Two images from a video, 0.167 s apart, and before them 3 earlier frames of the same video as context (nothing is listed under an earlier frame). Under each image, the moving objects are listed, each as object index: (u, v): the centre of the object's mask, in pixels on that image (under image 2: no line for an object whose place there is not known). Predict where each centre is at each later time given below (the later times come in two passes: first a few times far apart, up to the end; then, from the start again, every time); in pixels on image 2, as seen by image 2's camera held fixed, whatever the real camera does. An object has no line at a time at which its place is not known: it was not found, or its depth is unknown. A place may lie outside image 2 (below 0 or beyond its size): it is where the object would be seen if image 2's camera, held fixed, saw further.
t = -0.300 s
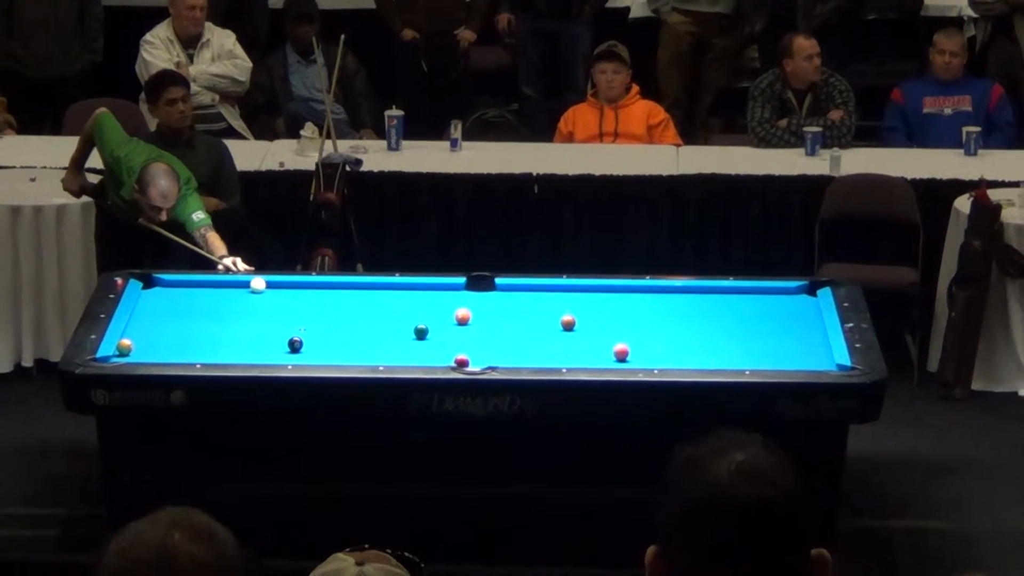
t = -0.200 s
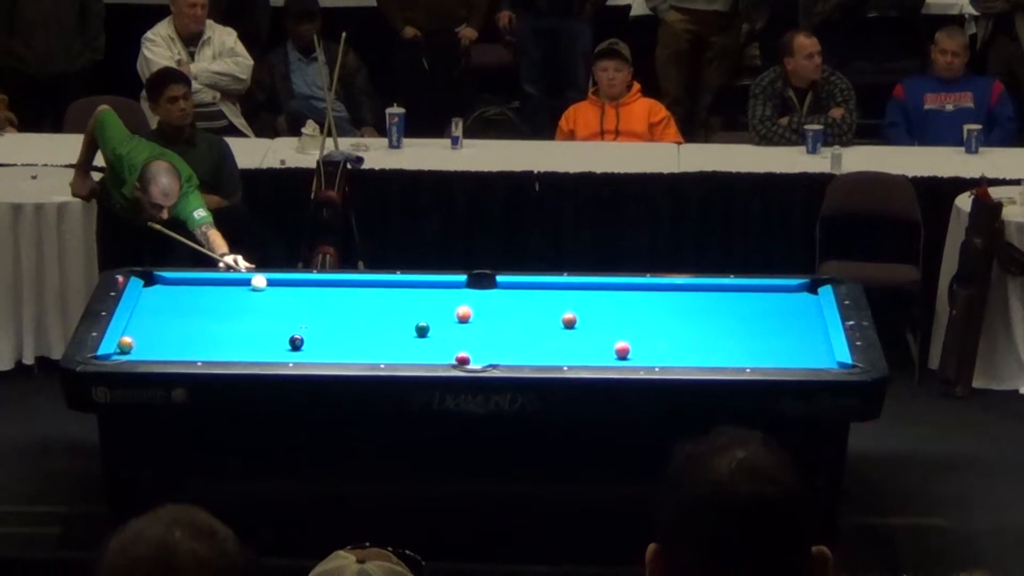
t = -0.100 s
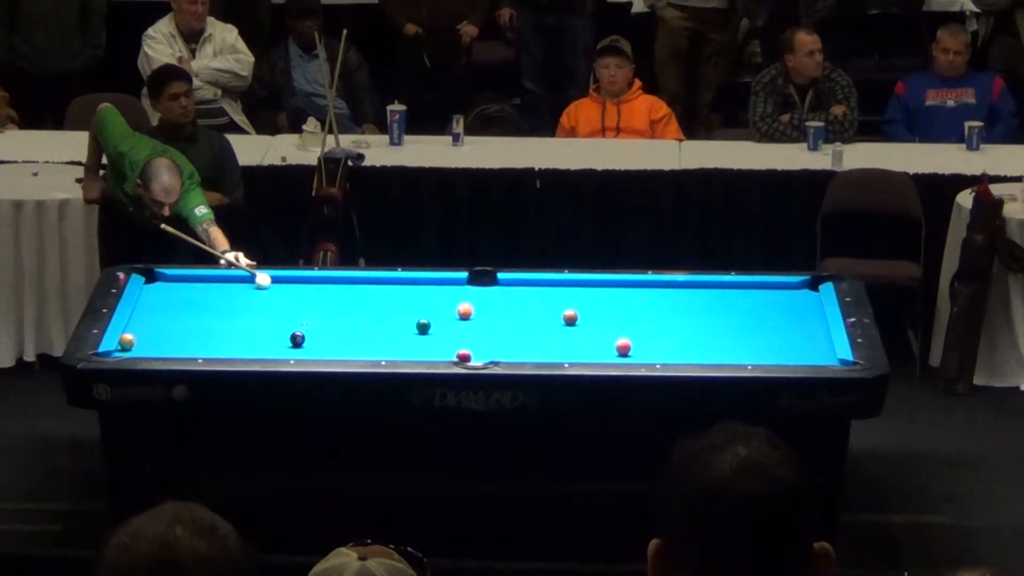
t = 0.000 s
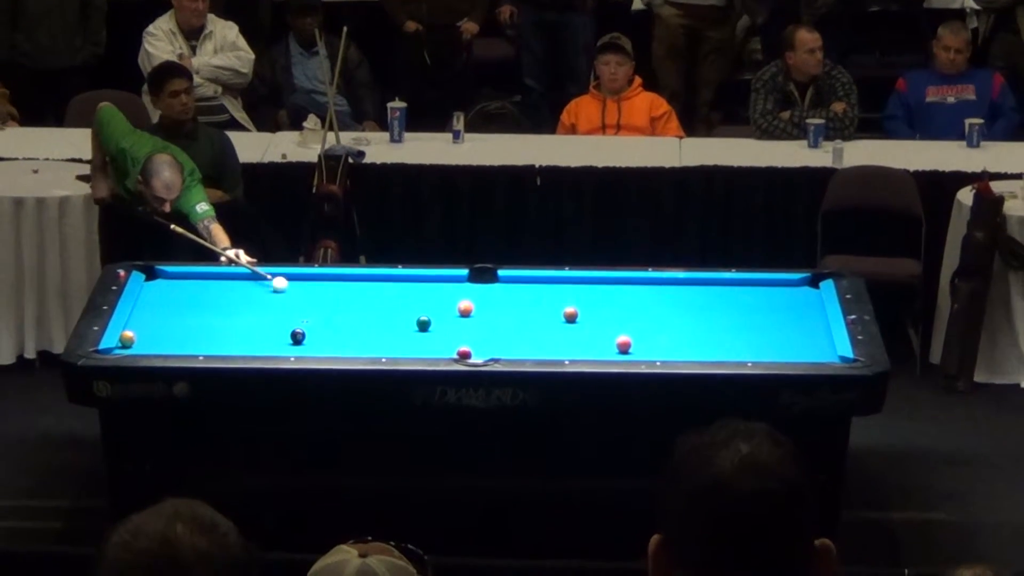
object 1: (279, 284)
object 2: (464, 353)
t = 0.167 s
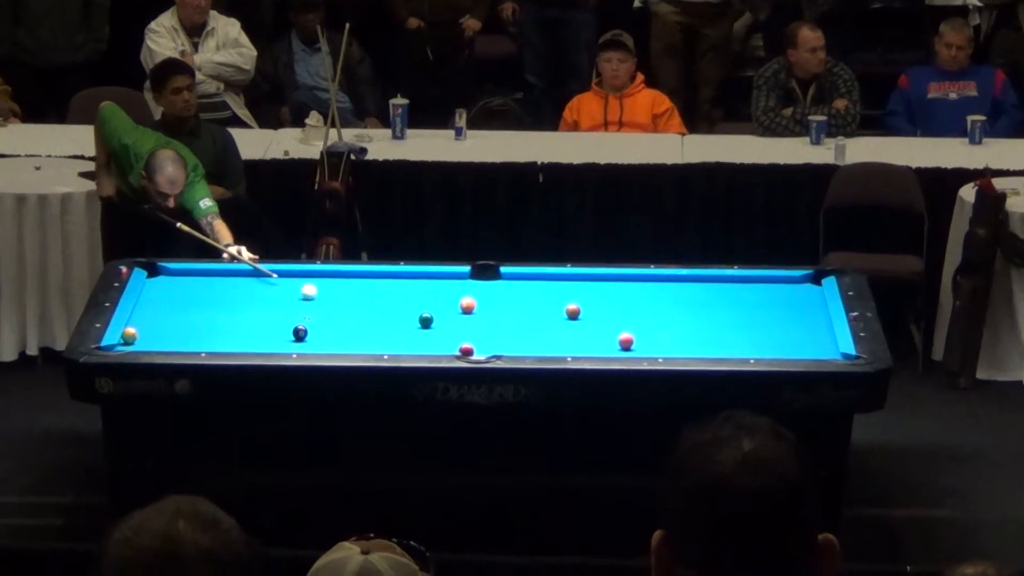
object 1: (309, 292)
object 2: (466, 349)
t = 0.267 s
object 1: (324, 298)
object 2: (466, 350)
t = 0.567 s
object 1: (374, 318)
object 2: (466, 350)
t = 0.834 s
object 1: (418, 335)
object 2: (465, 351)
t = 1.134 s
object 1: (452, 348)
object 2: (483, 353)
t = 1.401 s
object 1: (453, 348)
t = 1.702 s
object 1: (454, 346)
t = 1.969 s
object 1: (455, 344)
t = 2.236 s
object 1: (456, 342)
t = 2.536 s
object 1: (457, 339)
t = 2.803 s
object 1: (458, 337)
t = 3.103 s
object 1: (459, 335)
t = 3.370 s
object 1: (460, 334)
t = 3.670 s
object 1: (461, 333)
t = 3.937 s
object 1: (461, 333)
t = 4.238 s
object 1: (461, 333)
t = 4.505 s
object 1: (461, 333)
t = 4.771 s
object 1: (461, 333)
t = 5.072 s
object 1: (461, 333)
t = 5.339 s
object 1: (461, 333)
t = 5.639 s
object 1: (461, 333)
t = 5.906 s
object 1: (460, 333)
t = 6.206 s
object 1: (461, 333)
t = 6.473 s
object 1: (461, 333)
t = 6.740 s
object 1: (461, 333)
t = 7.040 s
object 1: (460, 333)
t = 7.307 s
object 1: (460, 332)
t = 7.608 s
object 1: (460, 333)
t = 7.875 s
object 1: (460, 333)
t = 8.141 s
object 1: (460, 333)
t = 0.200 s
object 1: (314, 294)
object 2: (466, 350)
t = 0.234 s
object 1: (319, 296)
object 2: (466, 350)
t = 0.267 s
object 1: (324, 298)
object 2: (466, 350)
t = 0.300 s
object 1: (330, 300)
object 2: (466, 350)
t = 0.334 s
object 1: (335, 302)
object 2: (466, 350)
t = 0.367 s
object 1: (341, 305)
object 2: (466, 350)
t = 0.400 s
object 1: (346, 307)
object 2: (466, 350)
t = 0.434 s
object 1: (351, 309)
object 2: (466, 350)
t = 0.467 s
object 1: (357, 311)
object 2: (466, 350)
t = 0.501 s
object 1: (363, 313)
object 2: (466, 350)
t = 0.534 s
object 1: (368, 316)
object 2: (466, 350)
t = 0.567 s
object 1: (374, 318)
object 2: (466, 350)
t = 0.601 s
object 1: (379, 320)
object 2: (465, 351)
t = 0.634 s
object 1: (385, 322)
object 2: (465, 351)
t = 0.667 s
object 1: (390, 324)
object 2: (465, 351)
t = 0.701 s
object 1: (396, 326)
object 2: (465, 351)
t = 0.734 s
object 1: (401, 329)
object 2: (465, 351)
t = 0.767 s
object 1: (407, 331)
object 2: (465, 351)
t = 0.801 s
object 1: (412, 333)
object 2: (465, 351)
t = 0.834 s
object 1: (418, 335)
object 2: (465, 351)
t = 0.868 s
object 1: (424, 337)
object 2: (466, 351)
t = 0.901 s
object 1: (430, 339)
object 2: (466, 351)
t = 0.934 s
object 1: (435, 341)
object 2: (466, 351)
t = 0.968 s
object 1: (441, 343)
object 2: (466, 351)
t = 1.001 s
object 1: (446, 345)
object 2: (466, 351)
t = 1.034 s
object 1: (452, 346)
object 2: (466, 351)
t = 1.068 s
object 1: (453, 347)
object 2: (470, 351)
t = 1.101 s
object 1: (452, 347)
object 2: (477, 353)
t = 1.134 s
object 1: (452, 348)
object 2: (483, 353)
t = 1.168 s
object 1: (452, 348)
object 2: (487, 354)
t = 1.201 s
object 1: (452, 349)
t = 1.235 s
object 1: (452, 349)
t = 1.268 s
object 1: (452, 349)
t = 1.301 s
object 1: (452, 349)
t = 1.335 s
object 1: (452, 348)
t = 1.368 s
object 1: (452, 348)
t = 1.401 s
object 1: (453, 348)
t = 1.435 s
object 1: (453, 348)
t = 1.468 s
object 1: (453, 348)
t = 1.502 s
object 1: (453, 347)
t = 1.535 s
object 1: (453, 347)
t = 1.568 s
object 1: (453, 347)
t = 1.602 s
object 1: (453, 346)
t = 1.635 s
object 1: (453, 346)
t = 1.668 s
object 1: (454, 346)
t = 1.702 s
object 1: (454, 346)
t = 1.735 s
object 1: (454, 346)
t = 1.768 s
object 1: (454, 345)
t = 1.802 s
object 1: (454, 345)
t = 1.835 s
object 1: (455, 345)
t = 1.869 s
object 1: (455, 344)
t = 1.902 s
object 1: (455, 344)
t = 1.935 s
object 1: (455, 344)
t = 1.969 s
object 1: (455, 344)
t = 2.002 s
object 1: (455, 344)
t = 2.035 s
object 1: (455, 343)
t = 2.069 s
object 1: (455, 343)
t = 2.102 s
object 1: (456, 343)
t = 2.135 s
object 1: (455, 343)
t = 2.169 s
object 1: (456, 342)
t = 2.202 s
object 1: (456, 342)
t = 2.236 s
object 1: (456, 342)
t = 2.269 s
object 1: (456, 341)
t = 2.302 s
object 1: (456, 341)
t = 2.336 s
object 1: (456, 341)
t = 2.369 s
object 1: (456, 341)
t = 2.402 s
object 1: (456, 340)
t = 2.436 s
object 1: (457, 340)
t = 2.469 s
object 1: (457, 340)
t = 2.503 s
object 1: (457, 339)
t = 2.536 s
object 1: (457, 339)
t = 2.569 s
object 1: (457, 339)
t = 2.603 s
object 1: (457, 339)
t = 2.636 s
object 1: (457, 338)
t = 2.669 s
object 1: (457, 338)
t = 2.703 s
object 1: (457, 338)
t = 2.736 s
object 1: (457, 338)
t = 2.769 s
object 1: (458, 337)
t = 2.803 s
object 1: (458, 337)
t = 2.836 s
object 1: (458, 337)
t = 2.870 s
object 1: (458, 337)
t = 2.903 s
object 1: (458, 336)
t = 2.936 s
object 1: (458, 336)
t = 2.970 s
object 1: (458, 336)
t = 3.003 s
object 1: (459, 336)
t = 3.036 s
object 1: (459, 335)
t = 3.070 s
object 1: (459, 335)
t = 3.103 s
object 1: (459, 335)
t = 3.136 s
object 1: (459, 335)
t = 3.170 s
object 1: (459, 335)
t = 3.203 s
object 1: (459, 334)
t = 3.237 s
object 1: (459, 334)
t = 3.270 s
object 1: (460, 334)
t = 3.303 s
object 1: (460, 334)
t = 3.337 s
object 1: (460, 334)
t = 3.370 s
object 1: (460, 334)
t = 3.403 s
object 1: (460, 334)
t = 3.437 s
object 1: (460, 334)
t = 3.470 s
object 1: (460, 334)
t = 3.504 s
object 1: (460, 333)
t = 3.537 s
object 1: (460, 334)
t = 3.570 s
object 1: (460, 334)
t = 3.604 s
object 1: (460, 333)
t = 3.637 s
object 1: (460, 333)
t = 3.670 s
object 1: (461, 333)
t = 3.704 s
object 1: (461, 333)
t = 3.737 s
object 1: (461, 333)
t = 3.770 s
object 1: (461, 333)
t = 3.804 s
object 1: (461, 333)
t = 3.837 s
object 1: (461, 333)
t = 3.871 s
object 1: (461, 333)
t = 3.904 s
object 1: (461, 333)
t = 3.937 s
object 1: (461, 333)
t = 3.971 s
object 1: (461, 333)
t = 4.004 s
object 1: (461, 333)
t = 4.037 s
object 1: (462, 333)
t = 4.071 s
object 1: (461, 333)
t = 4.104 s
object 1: (461, 333)
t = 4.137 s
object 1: (461, 333)
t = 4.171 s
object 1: (461, 333)
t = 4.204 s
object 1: (461, 333)
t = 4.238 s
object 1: (461, 333)
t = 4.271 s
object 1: (461, 333)
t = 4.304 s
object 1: (461, 333)
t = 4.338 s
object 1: (461, 333)
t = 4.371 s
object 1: (461, 333)
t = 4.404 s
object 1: (461, 333)
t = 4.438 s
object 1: (461, 333)
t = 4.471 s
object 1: (461, 333)
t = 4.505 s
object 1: (461, 333)
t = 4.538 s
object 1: (461, 333)
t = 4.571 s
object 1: (461, 333)
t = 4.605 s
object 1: (461, 333)
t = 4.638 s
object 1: (461, 333)
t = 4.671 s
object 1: (461, 333)
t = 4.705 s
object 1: (461, 333)
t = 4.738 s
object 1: (461, 333)
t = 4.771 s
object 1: (461, 333)
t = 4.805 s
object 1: (461, 333)
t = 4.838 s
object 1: (461, 333)
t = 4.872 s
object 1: (461, 333)
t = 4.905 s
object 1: (461, 333)
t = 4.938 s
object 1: (461, 333)
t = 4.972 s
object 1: (461, 333)
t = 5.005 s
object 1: (461, 333)
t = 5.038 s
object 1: (461, 333)
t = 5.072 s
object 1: (461, 333)
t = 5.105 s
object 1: (461, 333)
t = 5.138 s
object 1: (461, 333)
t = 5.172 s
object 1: (461, 333)
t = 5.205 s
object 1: (461, 333)
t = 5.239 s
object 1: (461, 333)
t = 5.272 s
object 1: (461, 333)
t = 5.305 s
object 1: (461, 333)
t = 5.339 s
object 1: (461, 333)
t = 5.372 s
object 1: (461, 333)
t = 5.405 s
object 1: (461, 333)
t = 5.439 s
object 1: (461, 333)
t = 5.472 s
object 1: (461, 333)
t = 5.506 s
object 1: (461, 333)
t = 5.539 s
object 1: (461, 333)
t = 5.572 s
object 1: (461, 333)
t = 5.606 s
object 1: (461, 333)
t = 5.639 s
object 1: (461, 333)
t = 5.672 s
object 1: (461, 333)
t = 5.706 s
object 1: (461, 333)
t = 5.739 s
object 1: (461, 333)
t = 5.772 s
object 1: (461, 333)
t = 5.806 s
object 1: (461, 333)
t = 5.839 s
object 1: (461, 333)
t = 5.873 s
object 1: (461, 333)
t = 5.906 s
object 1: (460, 333)
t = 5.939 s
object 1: (460, 333)
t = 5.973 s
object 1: (460, 333)
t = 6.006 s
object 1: (460, 333)
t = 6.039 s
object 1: (460, 333)
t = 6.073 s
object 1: (461, 333)
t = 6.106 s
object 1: (460, 333)
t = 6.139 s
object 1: (461, 333)
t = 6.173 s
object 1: (461, 333)
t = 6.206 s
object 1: (461, 333)
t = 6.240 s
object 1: (461, 333)
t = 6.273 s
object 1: (461, 333)
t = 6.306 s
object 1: (461, 333)
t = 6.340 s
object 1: (461, 333)
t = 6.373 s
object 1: (461, 333)
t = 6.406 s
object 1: (461, 333)
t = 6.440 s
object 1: (461, 333)
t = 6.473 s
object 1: (461, 333)
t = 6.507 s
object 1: (461, 333)
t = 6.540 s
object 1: (461, 333)
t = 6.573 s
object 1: (461, 333)
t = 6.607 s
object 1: (461, 333)
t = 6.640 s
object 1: (461, 333)
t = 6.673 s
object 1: (461, 333)
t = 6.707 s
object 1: (461, 333)
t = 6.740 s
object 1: (461, 333)
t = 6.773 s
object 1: (460, 333)
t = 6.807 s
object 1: (461, 333)
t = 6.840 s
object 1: (460, 333)
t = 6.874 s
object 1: (460, 333)
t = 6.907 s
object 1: (460, 333)
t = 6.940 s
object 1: (460, 333)
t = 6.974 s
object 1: (460, 333)
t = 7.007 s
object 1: (461, 333)
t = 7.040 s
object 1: (460, 333)
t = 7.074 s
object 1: (460, 333)
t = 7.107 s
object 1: (460, 333)
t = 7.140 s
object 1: (460, 333)
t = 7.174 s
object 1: (460, 333)
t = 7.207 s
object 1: (460, 333)
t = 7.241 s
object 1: (460, 333)
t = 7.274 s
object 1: (460, 333)
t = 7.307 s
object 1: (460, 332)
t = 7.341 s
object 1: (460, 332)
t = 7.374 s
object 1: (460, 333)
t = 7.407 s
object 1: (460, 333)
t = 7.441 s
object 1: (460, 333)
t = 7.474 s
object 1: (460, 333)
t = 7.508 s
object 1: (460, 333)
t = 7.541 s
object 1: (460, 333)
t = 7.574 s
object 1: (460, 333)
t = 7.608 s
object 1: (460, 333)
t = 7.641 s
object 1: (460, 333)
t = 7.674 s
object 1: (460, 333)
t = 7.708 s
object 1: (460, 333)
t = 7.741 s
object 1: (460, 333)
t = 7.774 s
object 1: (460, 333)
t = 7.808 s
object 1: (460, 333)
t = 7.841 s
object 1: (460, 333)
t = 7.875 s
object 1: (460, 333)
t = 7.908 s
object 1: (460, 333)
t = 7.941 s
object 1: (460, 333)
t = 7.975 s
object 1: (460, 333)
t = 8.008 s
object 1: (460, 333)
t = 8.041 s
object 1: (460, 333)
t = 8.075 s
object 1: (460, 333)
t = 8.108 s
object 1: (460, 333)
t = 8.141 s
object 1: (460, 333)
